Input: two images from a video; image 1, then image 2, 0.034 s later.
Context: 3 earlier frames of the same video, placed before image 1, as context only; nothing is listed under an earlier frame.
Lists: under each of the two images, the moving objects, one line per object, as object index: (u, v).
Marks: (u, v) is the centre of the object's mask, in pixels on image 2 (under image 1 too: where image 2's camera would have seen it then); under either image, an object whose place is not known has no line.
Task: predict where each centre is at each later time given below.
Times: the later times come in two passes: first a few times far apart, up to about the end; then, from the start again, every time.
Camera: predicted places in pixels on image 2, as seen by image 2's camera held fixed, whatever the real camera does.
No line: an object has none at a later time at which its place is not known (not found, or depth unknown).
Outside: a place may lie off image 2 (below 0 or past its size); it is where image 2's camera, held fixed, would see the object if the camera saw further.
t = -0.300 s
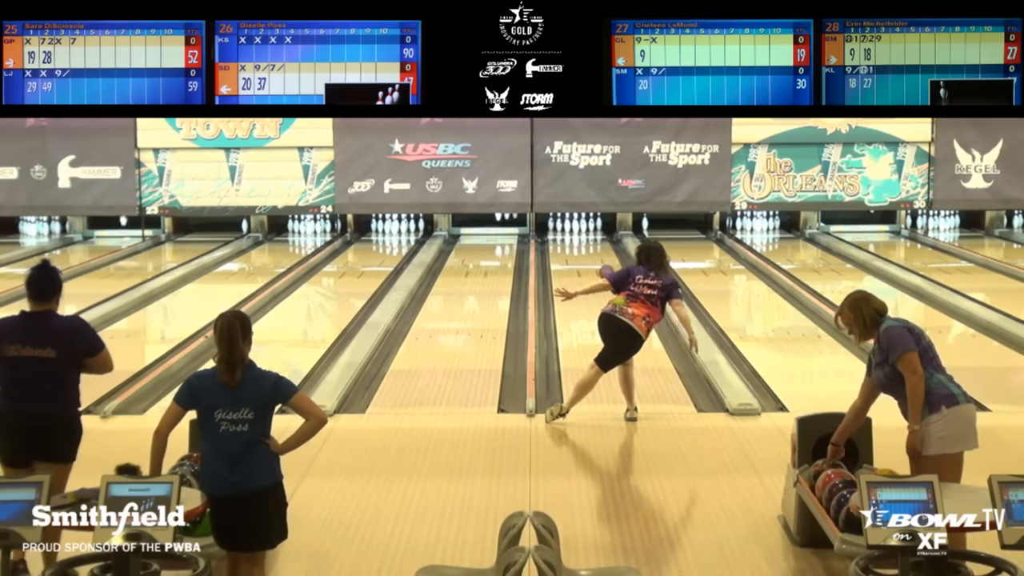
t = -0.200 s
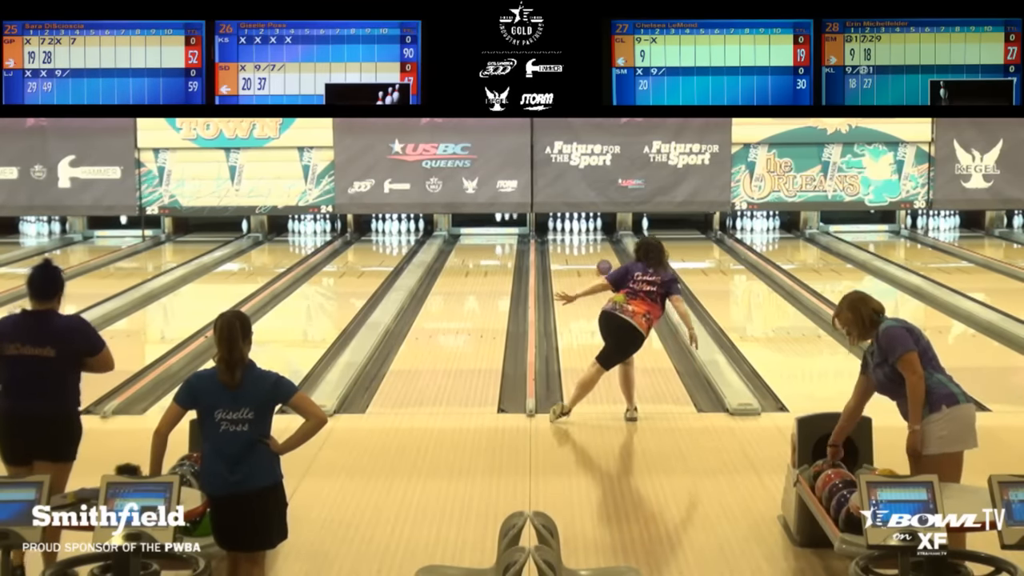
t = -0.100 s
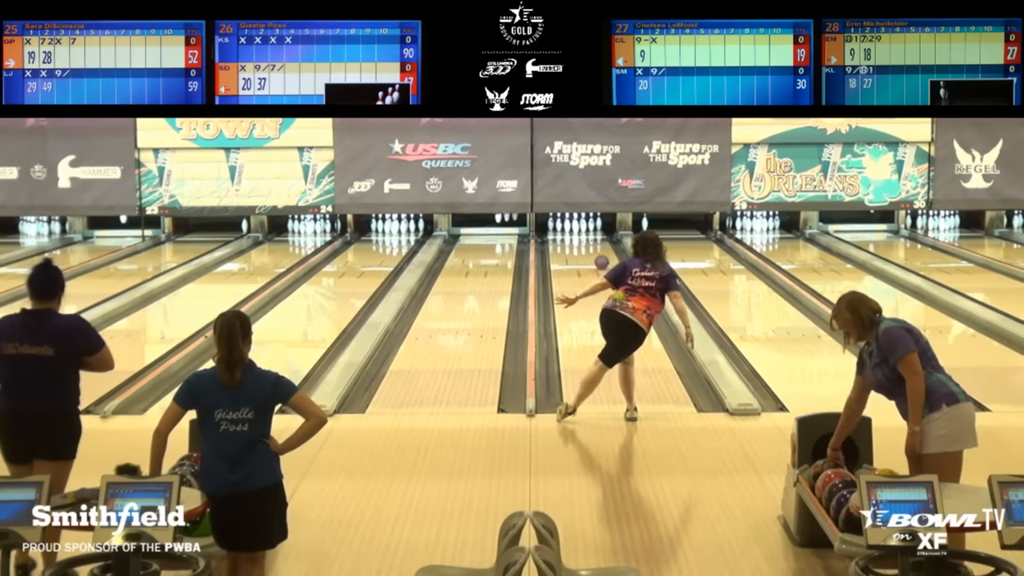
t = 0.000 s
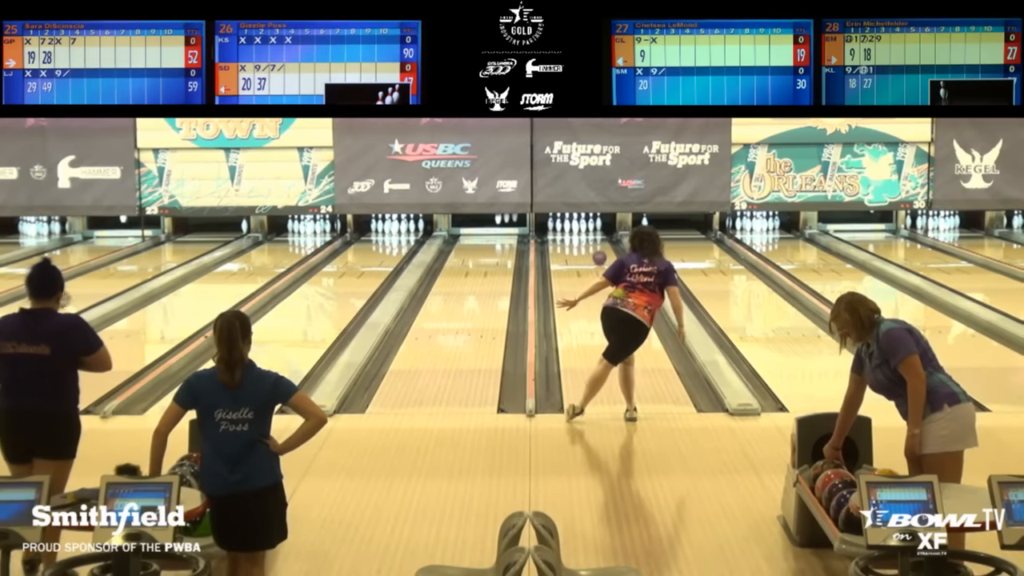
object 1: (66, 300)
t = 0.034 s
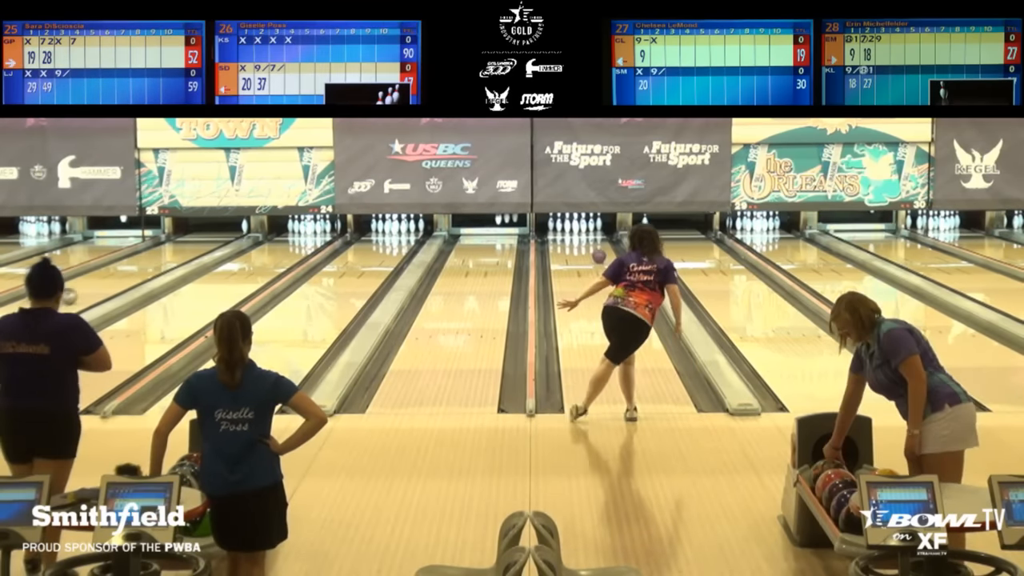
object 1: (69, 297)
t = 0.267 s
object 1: (111, 280)
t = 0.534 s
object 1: (150, 267)
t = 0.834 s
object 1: (188, 254)
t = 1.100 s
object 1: (219, 244)
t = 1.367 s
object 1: (237, 235)
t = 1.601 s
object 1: (247, 231)
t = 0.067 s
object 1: (75, 294)
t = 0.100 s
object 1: (81, 292)
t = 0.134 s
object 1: (87, 289)
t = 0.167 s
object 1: (93, 287)
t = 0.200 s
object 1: (99, 285)
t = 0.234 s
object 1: (105, 283)
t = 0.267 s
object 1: (111, 280)
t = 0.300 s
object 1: (116, 279)
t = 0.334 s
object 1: (121, 277)
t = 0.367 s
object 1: (126, 275)
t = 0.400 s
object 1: (132, 273)
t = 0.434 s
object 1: (136, 272)
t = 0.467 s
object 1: (141, 270)
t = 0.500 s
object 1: (146, 269)
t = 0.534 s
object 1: (150, 267)
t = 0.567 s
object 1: (155, 265)
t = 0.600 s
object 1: (160, 263)
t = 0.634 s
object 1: (164, 262)
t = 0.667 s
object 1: (169, 260)
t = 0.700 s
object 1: (173, 259)
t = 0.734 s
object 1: (177, 259)
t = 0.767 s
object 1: (180, 257)
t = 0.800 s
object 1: (185, 256)
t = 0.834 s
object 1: (188, 254)
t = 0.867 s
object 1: (192, 253)
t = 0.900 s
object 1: (196, 251)
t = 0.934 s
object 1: (199, 250)
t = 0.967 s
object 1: (203, 248)
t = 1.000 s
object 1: (205, 247)
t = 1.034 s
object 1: (210, 246)
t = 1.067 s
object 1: (215, 245)
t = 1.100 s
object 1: (219, 244)
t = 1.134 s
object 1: (220, 242)
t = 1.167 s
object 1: (223, 241)
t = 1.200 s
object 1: (225, 240)
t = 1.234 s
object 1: (227, 240)
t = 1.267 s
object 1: (227, 239)
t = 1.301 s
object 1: (232, 237)
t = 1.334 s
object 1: (233, 237)
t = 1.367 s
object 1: (237, 235)
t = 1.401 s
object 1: (238, 233)
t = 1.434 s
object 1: (239, 234)
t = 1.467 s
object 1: (242, 233)
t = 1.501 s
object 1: (243, 231)
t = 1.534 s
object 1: (244, 232)
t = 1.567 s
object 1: (246, 231)
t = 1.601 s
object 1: (247, 231)
